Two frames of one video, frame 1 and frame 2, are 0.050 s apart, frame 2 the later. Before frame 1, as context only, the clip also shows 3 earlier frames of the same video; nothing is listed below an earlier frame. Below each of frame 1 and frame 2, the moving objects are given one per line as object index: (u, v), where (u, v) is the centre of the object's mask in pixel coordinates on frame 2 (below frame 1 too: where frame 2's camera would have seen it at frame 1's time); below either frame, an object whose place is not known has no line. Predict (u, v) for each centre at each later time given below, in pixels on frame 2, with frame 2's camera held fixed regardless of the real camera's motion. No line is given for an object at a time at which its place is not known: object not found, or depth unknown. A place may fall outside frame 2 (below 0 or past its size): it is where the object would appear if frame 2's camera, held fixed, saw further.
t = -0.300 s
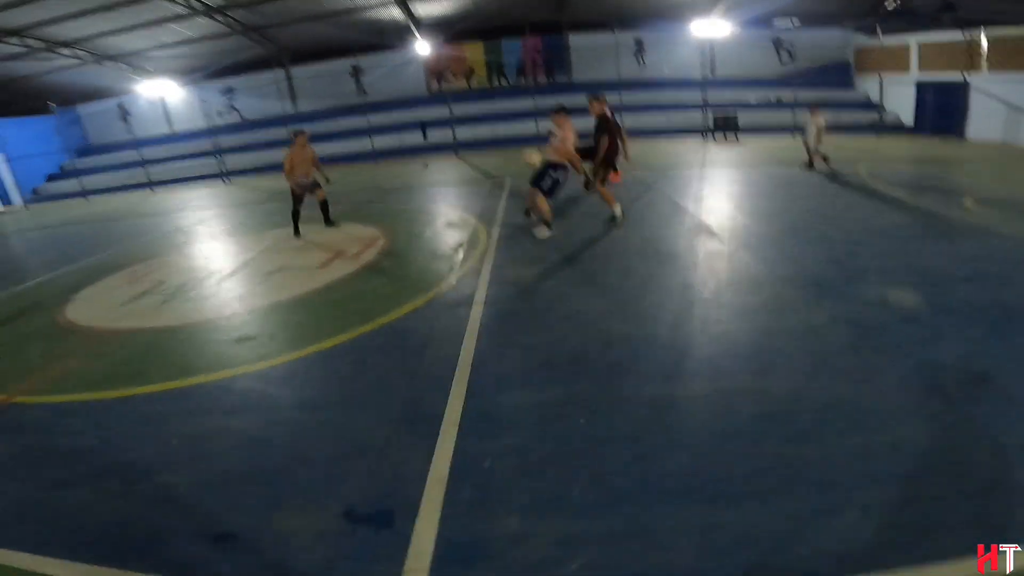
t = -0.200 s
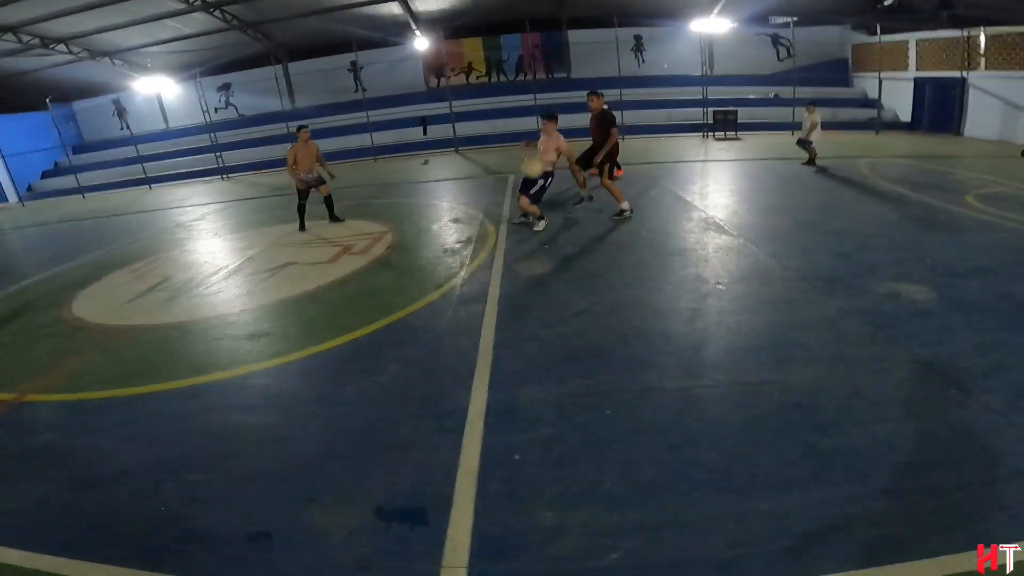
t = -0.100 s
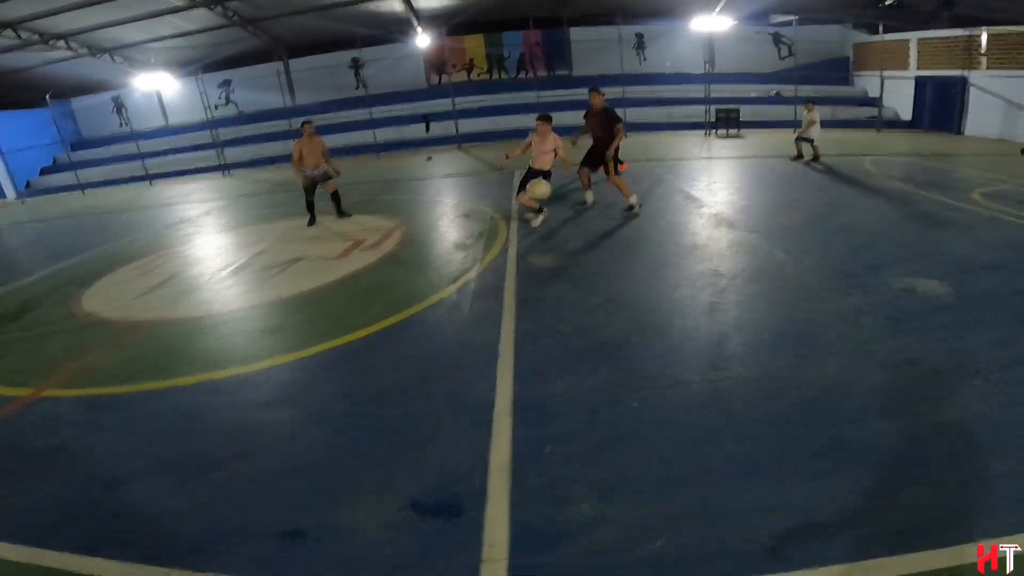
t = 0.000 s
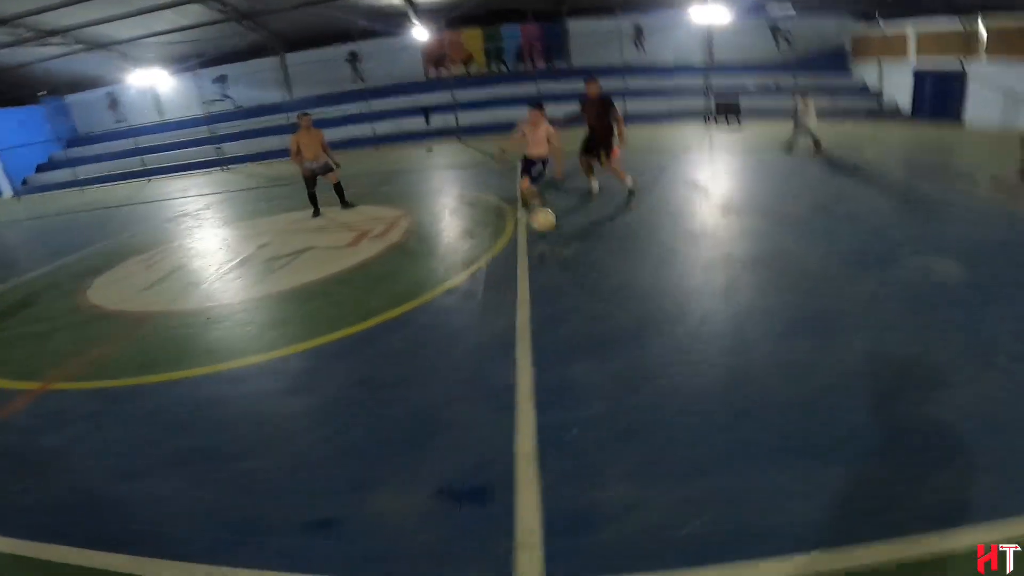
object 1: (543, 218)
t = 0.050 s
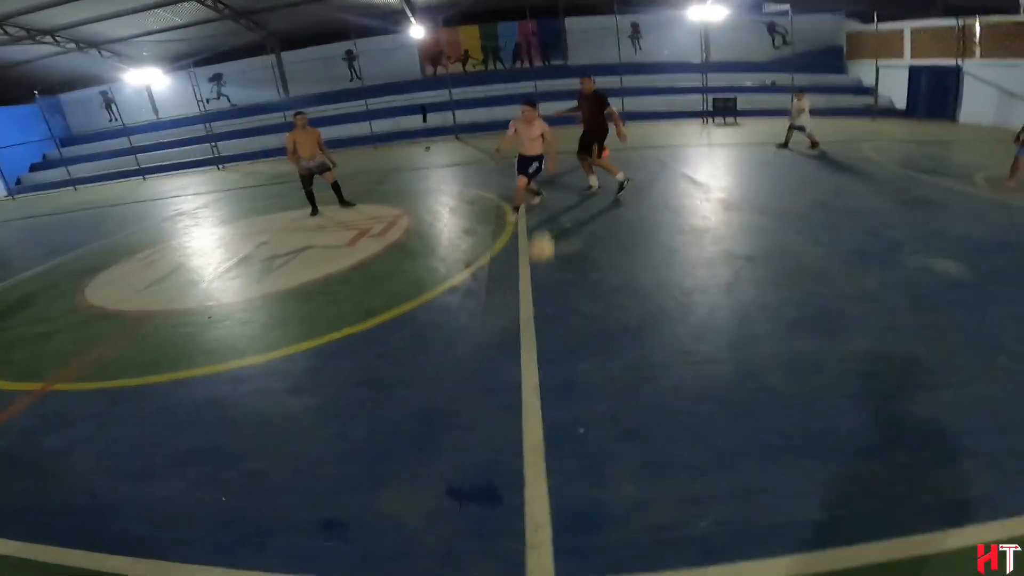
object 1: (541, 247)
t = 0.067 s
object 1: (541, 260)
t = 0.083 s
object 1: (541, 273)
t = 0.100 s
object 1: (539, 285)
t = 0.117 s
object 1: (537, 299)
